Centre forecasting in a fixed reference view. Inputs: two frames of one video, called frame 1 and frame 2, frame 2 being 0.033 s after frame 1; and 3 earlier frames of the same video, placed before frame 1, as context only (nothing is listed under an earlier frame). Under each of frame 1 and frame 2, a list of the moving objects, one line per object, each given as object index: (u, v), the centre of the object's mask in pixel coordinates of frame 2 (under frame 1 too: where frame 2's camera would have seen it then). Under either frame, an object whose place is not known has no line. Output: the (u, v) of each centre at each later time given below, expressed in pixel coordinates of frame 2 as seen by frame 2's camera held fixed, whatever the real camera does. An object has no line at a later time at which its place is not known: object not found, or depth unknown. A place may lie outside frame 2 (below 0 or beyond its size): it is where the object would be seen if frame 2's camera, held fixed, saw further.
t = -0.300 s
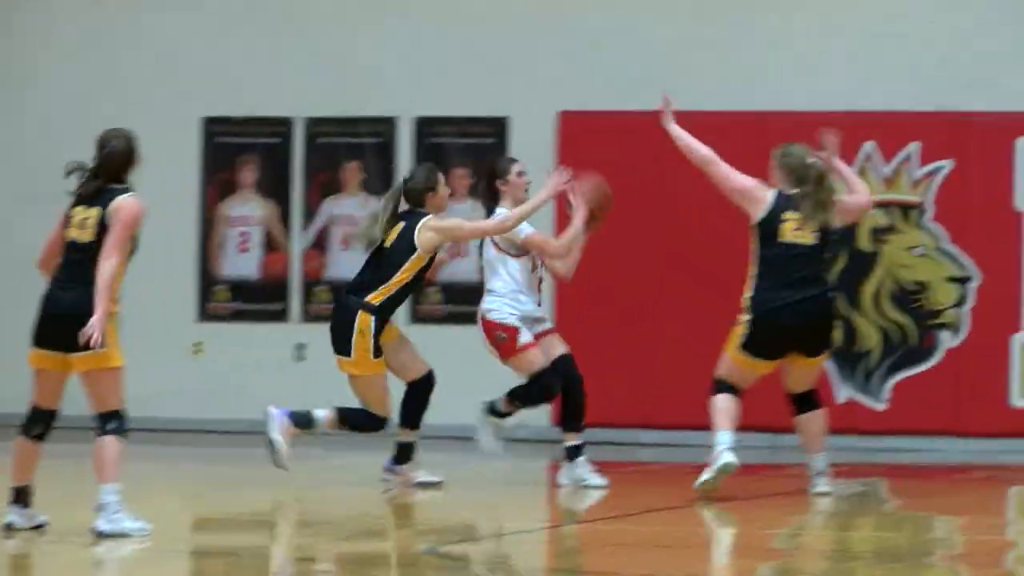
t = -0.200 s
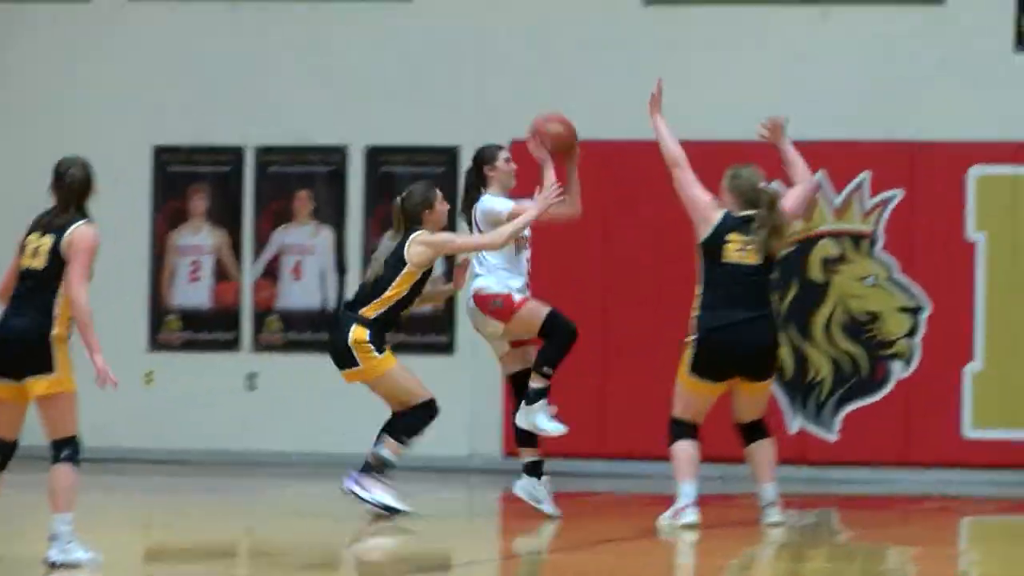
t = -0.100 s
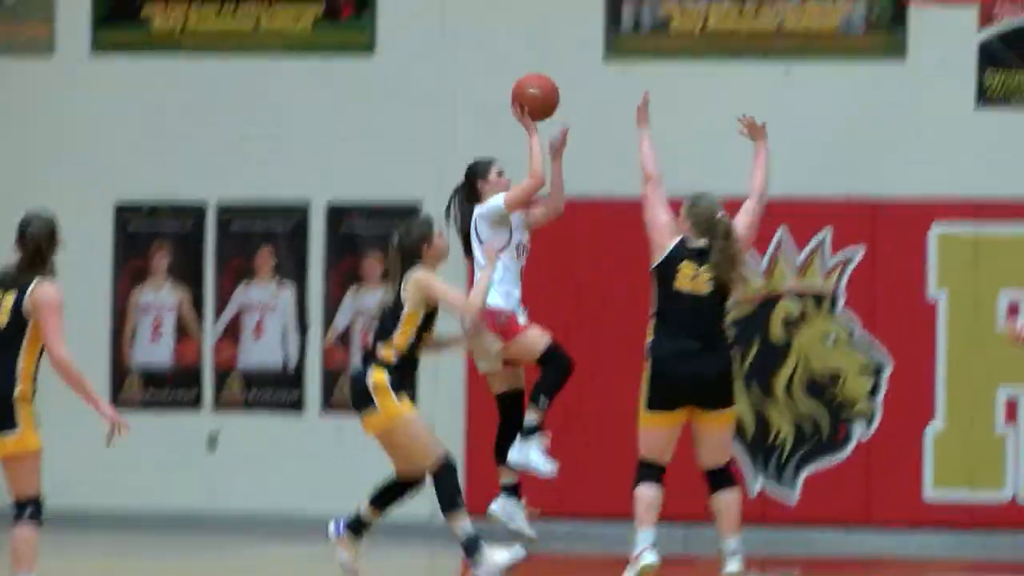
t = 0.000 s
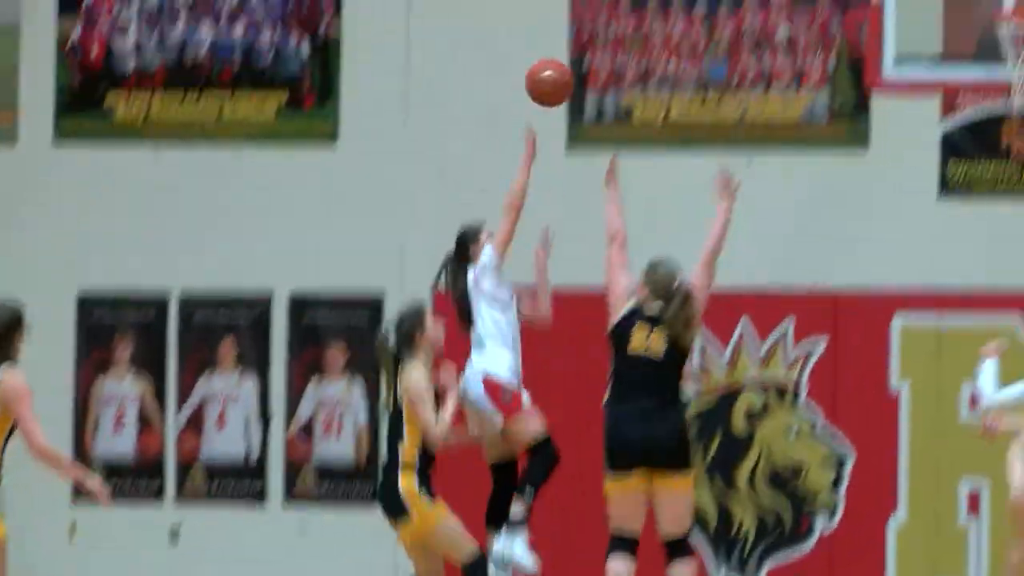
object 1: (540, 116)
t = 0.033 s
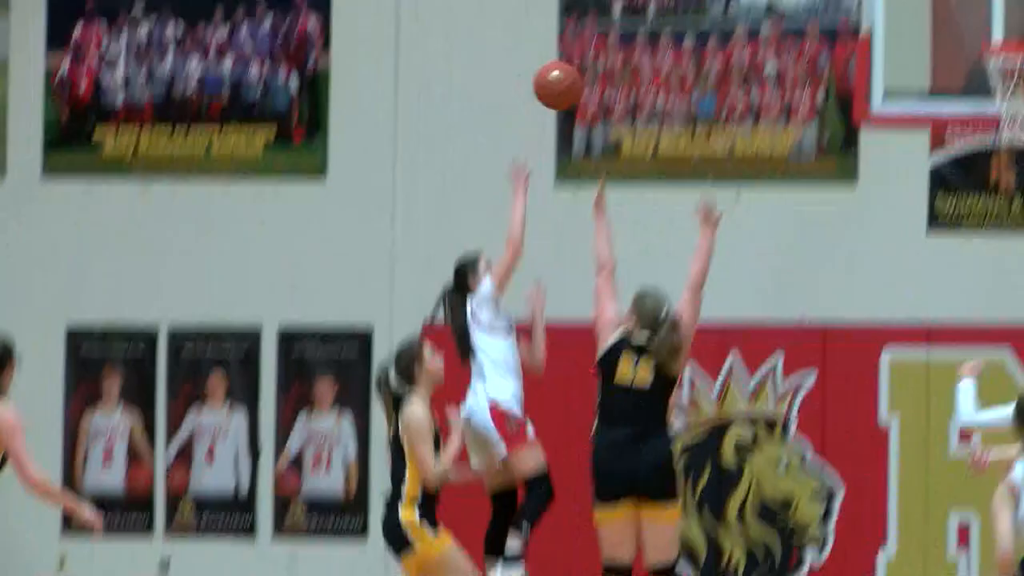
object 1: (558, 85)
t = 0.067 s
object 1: (575, 57)
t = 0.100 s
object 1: (593, 31)
